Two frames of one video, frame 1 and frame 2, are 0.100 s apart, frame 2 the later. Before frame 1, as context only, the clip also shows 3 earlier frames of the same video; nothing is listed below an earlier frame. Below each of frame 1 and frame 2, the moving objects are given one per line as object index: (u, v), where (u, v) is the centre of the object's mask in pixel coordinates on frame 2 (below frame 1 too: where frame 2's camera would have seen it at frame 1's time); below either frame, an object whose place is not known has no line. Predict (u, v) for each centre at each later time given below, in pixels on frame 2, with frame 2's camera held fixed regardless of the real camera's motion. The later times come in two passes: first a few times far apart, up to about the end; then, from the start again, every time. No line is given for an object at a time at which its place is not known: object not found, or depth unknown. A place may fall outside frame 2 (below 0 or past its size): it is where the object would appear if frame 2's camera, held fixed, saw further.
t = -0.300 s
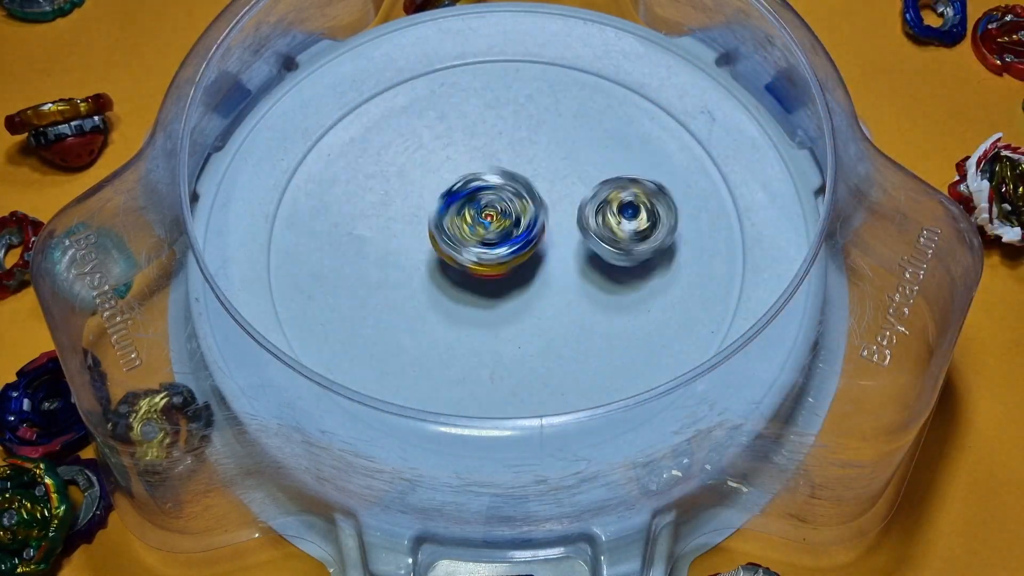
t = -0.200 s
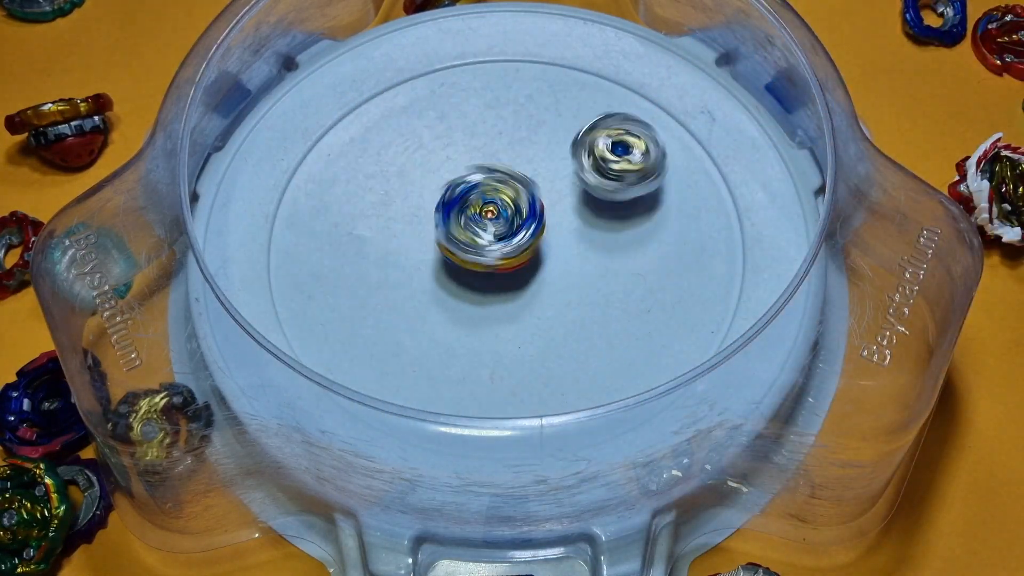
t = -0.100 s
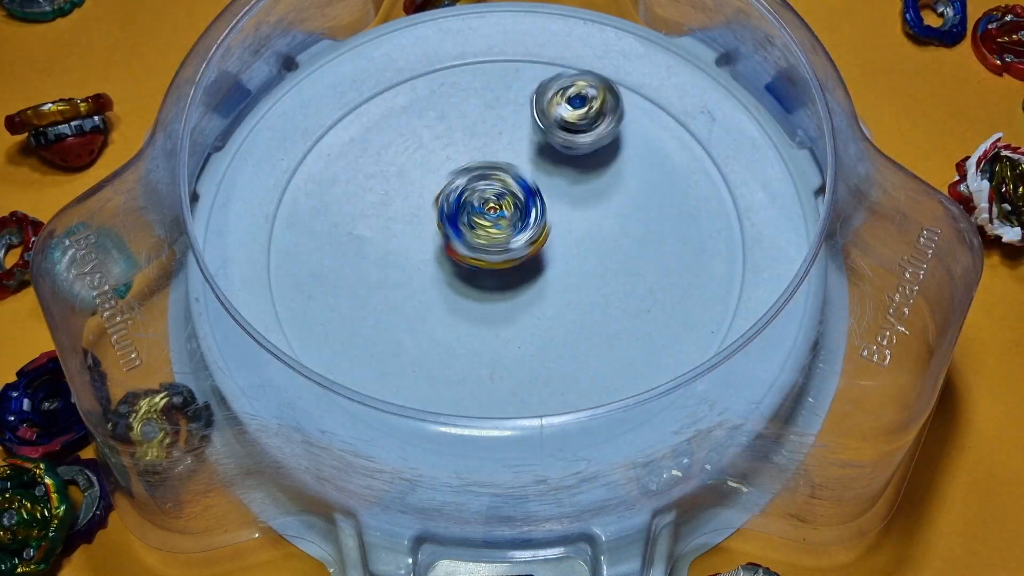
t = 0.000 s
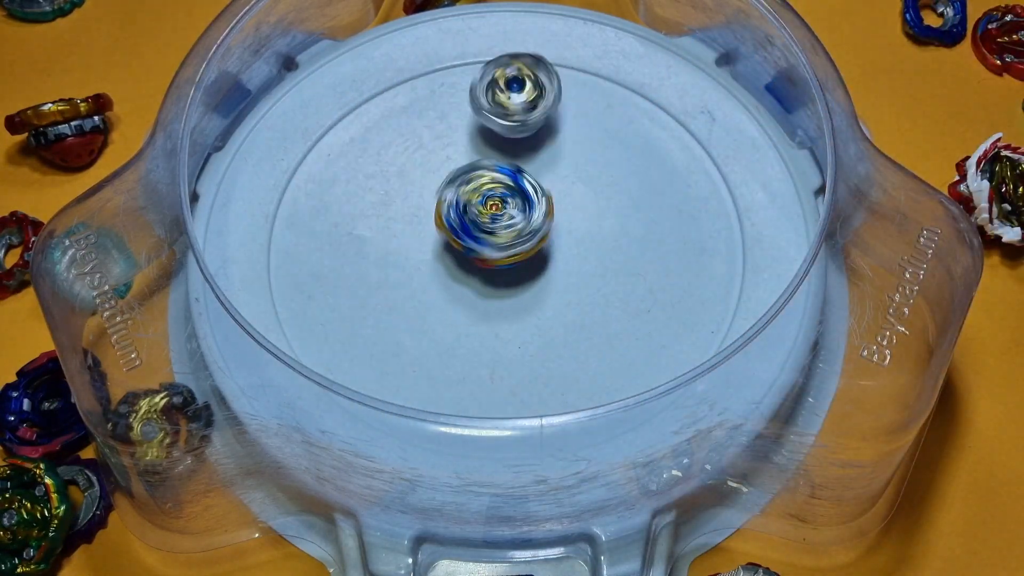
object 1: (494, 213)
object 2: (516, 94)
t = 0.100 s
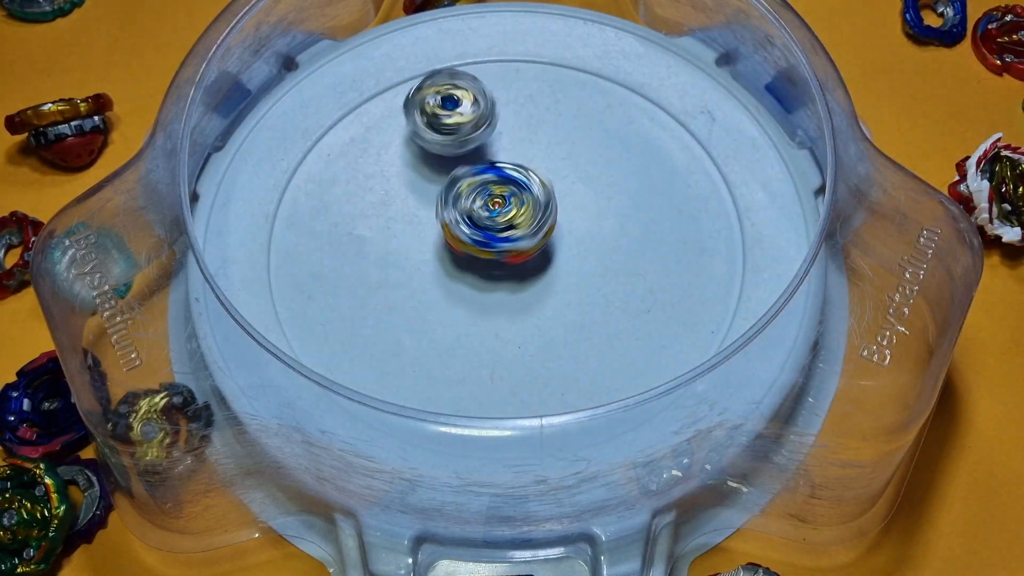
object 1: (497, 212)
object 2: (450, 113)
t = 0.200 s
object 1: (500, 211)
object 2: (404, 161)
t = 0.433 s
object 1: (539, 229)
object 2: (370, 294)
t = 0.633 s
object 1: (555, 237)
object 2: (492, 356)
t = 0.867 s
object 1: (541, 193)
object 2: (626, 341)
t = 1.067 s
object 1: (499, 172)
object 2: (633, 268)
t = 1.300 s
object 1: (436, 153)
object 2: (538, 223)
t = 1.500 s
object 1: (387, 149)
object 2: (460, 241)
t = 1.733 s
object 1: (377, 138)
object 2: (467, 325)
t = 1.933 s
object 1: (428, 172)
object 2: (520, 321)
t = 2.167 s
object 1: (517, 181)
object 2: (564, 296)
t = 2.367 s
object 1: (559, 159)
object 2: (561, 280)
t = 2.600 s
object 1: (569, 148)
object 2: (512, 264)
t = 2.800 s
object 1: (549, 182)
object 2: (452, 245)
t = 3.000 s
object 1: (519, 218)
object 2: (401, 237)
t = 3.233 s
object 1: (516, 258)
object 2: (344, 223)
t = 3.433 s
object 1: (506, 274)
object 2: (380, 222)
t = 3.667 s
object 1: (539, 301)
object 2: (433, 151)
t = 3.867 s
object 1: (558, 294)
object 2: (493, 122)
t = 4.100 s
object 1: (550, 250)
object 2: (564, 156)
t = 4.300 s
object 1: (417, 280)
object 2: (680, 145)
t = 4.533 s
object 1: (568, 274)
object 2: (688, 203)
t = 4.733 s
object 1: (470, 294)
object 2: (640, 238)
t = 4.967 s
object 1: (422, 250)
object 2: (498, 303)
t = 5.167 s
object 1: (419, 251)
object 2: (459, 339)
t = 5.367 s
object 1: (414, 238)
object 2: (464, 300)
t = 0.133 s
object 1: (498, 211)
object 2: (432, 126)
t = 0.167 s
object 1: (499, 211)
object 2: (417, 143)
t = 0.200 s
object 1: (500, 211)
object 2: (404, 161)
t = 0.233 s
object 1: (501, 212)
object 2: (396, 181)
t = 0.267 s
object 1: (511, 218)
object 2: (381, 196)
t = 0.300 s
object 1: (518, 221)
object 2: (370, 213)
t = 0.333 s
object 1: (524, 223)
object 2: (363, 234)
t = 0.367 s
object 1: (529, 225)
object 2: (360, 254)
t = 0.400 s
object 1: (534, 228)
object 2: (363, 274)
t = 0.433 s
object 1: (539, 229)
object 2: (370, 294)
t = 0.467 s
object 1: (544, 231)
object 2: (382, 313)
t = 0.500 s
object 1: (548, 232)
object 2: (398, 328)
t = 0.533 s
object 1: (550, 234)
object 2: (418, 341)
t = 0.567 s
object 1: (553, 235)
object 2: (441, 350)
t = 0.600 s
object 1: (554, 236)
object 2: (466, 355)
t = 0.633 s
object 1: (555, 237)
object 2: (492, 356)
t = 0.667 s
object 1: (554, 237)
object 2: (518, 352)
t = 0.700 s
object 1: (554, 239)
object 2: (543, 344)
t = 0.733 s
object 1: (553, 235)
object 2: (562, 340)
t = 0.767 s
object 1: (552, 219)
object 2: (578, 348)
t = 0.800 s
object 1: (549, 206)
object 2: (595, 349)
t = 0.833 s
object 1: (546, 199)
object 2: (612, 347)
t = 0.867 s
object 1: (541, 193)
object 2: (626, 341)
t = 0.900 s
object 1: (534, 188)
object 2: (637, 333)
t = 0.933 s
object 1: (527, 183)
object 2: (644, 322)
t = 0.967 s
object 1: (520, 180)
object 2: (647, 309)
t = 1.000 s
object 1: (513, 176)
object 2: (646, 296)
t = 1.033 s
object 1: (507, 174)
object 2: (641, 282)
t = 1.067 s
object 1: (499, 172)
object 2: (633, 268)
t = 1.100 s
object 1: (493, 171)
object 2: (621, 255)
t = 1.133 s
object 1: (486, 170)
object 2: (605, 243)
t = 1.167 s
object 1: (481, 171)
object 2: (587, 231)
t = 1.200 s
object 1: (473, 169)
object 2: (572, 224)
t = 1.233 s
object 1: (458, 161)
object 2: (564, 225)
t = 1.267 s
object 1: (446, 157)
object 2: (552, 224)
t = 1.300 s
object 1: (436, 153)
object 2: (538, 223)
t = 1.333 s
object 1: (425, 152)
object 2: (524, 223)
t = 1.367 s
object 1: (415, 151)
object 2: (509, 224)
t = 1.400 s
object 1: (406, 150)
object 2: (495, 225)
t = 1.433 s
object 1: (398, 151)
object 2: (482, 227)
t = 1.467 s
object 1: (393, 154)
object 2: (468, 230)
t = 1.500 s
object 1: (387, 149)
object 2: (460, 241)
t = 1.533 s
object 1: (379, 140)
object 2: (456, 259)
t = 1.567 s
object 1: (376, 134)
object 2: (453, 272)
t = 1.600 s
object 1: (374, 132)
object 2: (452, 286)
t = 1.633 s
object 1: (372, 133)
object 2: (453, 298)
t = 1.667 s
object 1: (372, 132)
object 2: (456, 308)
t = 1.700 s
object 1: (373, 134)
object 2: (461, 318)
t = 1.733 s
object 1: (377, 138)
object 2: (467, 325)
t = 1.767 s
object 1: (381, 140)
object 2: (475, 329)
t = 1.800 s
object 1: (388, 144)
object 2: (484, 333)
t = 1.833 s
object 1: (397, 150)
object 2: (492, 333)
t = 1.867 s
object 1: (407, 157)
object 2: (501, 331)
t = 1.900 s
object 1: (415, 164)
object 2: (511, 328)
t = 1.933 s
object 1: (428, 172)
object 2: (520, 321)
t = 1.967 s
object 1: (442, 181)
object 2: (527, 312)
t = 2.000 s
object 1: (457, 192)
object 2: (533, 303)
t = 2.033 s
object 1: (474, 201)
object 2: (538, 292)
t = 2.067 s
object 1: (491, 198)
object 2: (544, 293)
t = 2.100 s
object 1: (499, 188)
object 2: (552, 299)
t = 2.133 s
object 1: (509, 185)
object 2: (557, 299)
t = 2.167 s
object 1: (517, 181)
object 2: (564, 296)
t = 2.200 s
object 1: (525, 180)
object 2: (568, 291)
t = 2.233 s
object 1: (533, 178)
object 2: (570, 284)
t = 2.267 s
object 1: (540, 177)
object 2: (570, 279)
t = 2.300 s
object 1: (548, 173)
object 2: (569, 276)
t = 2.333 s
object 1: (555, 167)
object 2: (564, 280)
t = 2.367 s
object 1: (559, 159)
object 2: (561, 280)
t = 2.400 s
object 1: (563, 154)
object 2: (557, 279)
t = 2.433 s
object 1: (566, 151)
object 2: (551, 277)
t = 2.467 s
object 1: (568, 147)
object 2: (544, 276)
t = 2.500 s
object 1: (569, 146)
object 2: (538, 273)
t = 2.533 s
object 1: (569, 145)
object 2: (530, 271)
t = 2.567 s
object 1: (570, 147)
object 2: (522, 268)
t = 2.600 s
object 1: (569, 148)
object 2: (512, 264)
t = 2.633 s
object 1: (567, 153)
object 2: (502, 261)
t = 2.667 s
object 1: (565, 159)
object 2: (494, 257)
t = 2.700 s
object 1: (560, 165)
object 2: (484, 253)
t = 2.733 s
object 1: (556, 171)
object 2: (476, 250)
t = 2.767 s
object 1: (549, 178)
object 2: (467, 245)
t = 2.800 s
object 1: (549, 182)
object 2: (452, 245)
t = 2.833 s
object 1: (547, 189)
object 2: (440, 243)
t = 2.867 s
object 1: (542, 195)
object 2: (429, 241)
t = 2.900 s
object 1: (538, 199)
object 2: (420, 240)
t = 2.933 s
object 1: (533, 206)
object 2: (411, 238)
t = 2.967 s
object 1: (527, 212)
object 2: (405, 238)
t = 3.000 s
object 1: (519, 218)
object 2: (401, 237)
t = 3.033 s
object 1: (514, 223)
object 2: (398, 237)
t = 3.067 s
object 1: (509, 229)
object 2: (394, 235)
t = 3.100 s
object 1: (514, 238)
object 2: (379, 232)
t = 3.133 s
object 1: (516, 244)
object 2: (366, 228)
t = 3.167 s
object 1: (516, 250)
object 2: (356, 226)
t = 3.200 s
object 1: (516, 254)
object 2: (349, 224)
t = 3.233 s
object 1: (516, 258)
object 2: (344, 223)
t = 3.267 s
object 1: (514, 262)
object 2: (342, 222)
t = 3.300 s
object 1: (514, 266)
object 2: (345, 222)
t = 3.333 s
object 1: (511, 268)
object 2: (348, 222)
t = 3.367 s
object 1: (510, 271)
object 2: (356, 222)
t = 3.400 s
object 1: (507, 272)
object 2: (367, 222)
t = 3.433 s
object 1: (506, 274)
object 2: (380, 222)
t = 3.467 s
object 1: (503, 273)
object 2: (393, 221)
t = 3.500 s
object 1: (502, 274)
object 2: (410, 219)
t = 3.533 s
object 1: (511, 284)
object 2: (413, 203)
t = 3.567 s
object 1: (522, 293)
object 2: (415, 184)
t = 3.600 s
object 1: (527, 298)
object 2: (421, 172)
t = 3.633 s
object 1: (532, 300)
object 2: (427, 162)
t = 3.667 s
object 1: (539, 301)
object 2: (433, 151)
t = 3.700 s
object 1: (545, 304)
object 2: (442, 144)
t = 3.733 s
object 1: (549, 304)
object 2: (451, 137)
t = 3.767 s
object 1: (553, 303)
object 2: (461, 130)
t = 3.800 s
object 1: (556, 301)
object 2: (472, 126)
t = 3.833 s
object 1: (558, 299)
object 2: (483, 123)
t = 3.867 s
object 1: (558, 294)
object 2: (493, 122)
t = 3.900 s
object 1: (559, 289)
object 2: (505, 122)
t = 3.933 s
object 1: (558, 284)
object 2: (516, 123)
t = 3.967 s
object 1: (557, 278)
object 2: (526, 127)
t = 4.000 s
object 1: (555, 271)
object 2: (537, 132)
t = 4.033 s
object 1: (554, 264)
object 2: (547, 139)
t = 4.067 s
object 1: (551, 257)
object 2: (555, 146)
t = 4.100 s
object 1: (550, 250)
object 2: (564, 156)
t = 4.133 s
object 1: (533, 253)
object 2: (583, 157)
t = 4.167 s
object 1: (504, 250)
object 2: (616, 142)
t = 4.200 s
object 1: (476, 251)
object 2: (640, 136)
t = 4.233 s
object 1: (447, 262)
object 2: (658, 137)
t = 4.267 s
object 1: (428, 277)
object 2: (671, 139)
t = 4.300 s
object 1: (417, 280)
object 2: (680, 145)
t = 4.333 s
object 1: (411, 279)
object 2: (687, 151)
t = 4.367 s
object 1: (470, 267)
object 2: (692, 158)
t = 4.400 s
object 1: (505, 267)
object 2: (693, 167)
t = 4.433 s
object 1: (537, 262)
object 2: (691, 177)
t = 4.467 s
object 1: (565, 268)
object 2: (686, 189)
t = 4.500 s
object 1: (586, 274)
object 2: (678, 200)
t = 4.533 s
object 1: (568, 274)
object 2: (688, 203)
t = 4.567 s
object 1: (551, 275)
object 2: (689, 207)
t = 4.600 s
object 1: (536, 283)
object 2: (687, 213)
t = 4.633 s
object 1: (519, 302)
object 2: (681, 219)
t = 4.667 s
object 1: (502, 299)
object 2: (671, 225)
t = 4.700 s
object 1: (486, 295)
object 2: (658, 232)
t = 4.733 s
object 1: (470, 294)
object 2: (640, 238)
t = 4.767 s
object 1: (457, 299)
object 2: (618, 244)
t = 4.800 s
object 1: (449, 296)
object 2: (593, 251)
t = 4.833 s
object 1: (444, 286)
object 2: (564, 257)
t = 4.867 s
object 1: (439, 280)
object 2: (537, 262)
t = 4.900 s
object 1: (425, 262)
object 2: (519, 276)
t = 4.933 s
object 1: (424, 252)
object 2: (505, 292)
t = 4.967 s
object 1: (422, 250)
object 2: (498, 303)
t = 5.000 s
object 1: (419, 251)
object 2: (489, 316)
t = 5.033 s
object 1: (419, 253)
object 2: (483, 327)
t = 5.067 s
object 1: (419, 253)
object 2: (475, 334)
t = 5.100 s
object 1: (419, 253)
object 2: (467, 339)
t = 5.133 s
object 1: (419, 253)
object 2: (463, 340)
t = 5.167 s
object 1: (419, 251)
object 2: (459, 339)
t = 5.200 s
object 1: (419, 250)
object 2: (457, 336)
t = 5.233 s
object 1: (418, 249)
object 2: (454, 331)
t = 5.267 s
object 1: (418, 247)
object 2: (453, 326)
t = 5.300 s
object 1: (417, 245)
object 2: (455, 316)
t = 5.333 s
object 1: (414, 245)
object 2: (459, 307)
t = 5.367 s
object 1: (414, 238)
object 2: (464, 300)
